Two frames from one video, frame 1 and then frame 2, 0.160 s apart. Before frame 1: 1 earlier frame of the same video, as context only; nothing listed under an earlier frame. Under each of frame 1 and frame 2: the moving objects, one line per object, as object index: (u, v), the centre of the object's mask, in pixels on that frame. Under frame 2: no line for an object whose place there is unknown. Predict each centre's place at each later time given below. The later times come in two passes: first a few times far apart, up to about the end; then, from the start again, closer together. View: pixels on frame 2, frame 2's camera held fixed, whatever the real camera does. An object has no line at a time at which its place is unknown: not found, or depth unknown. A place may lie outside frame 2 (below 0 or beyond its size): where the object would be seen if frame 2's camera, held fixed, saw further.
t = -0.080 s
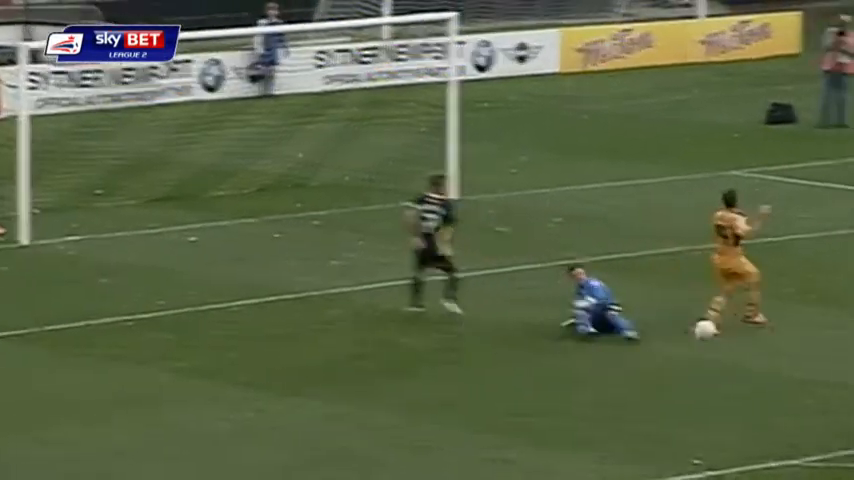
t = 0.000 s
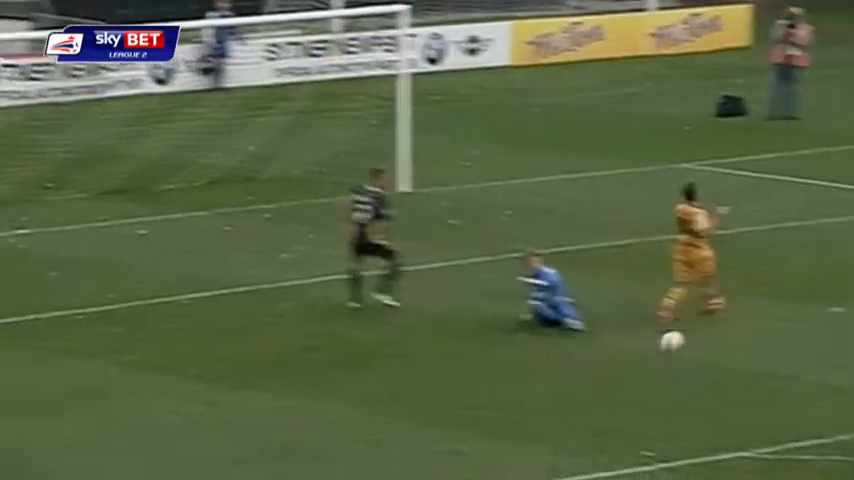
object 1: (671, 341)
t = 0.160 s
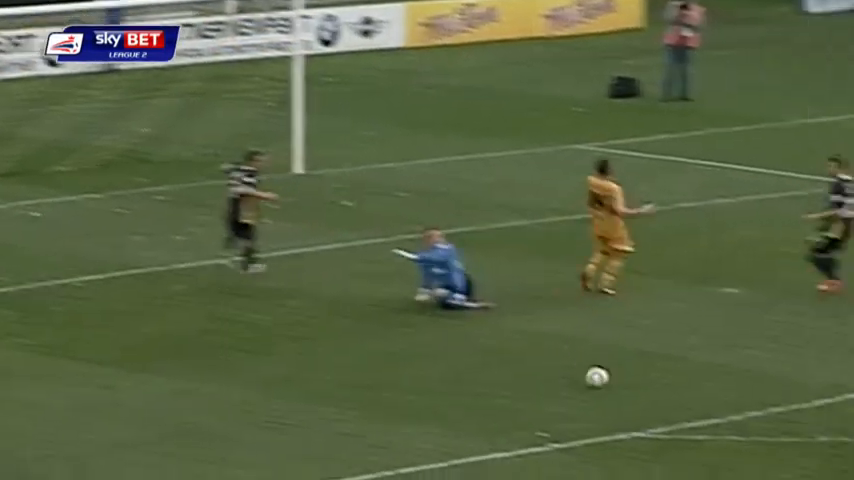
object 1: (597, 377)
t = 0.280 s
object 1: (621, 367)
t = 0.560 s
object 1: (678, 400)
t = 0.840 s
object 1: (734, 430)
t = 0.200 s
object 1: (605, 372)
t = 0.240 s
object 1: (613, 369)
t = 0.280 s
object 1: (621, 367)
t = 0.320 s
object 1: (629, 368)
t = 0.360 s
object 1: (638, 369)
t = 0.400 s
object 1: (646, 372)
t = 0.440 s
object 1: (653, 376)
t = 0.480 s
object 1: (662, 382)
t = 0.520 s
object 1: (670, 390)
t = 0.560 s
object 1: (678, 400)
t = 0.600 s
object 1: (686, 411)
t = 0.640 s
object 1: (695, 425)
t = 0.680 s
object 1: (702, 428)
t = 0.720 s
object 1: (710, 426)
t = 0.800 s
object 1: (726, 427)
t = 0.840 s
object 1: (734, 430)
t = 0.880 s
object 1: (742, 435)
